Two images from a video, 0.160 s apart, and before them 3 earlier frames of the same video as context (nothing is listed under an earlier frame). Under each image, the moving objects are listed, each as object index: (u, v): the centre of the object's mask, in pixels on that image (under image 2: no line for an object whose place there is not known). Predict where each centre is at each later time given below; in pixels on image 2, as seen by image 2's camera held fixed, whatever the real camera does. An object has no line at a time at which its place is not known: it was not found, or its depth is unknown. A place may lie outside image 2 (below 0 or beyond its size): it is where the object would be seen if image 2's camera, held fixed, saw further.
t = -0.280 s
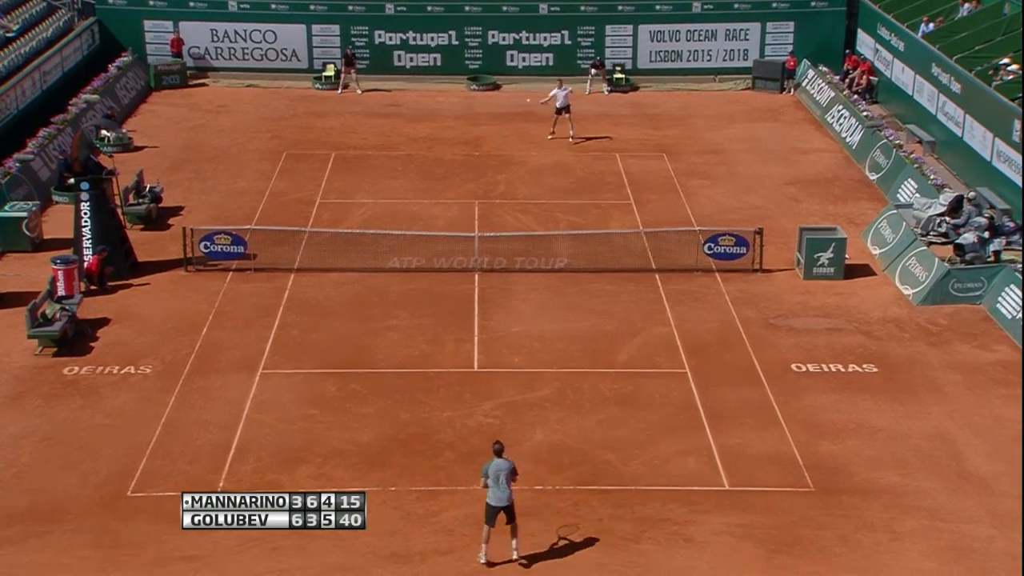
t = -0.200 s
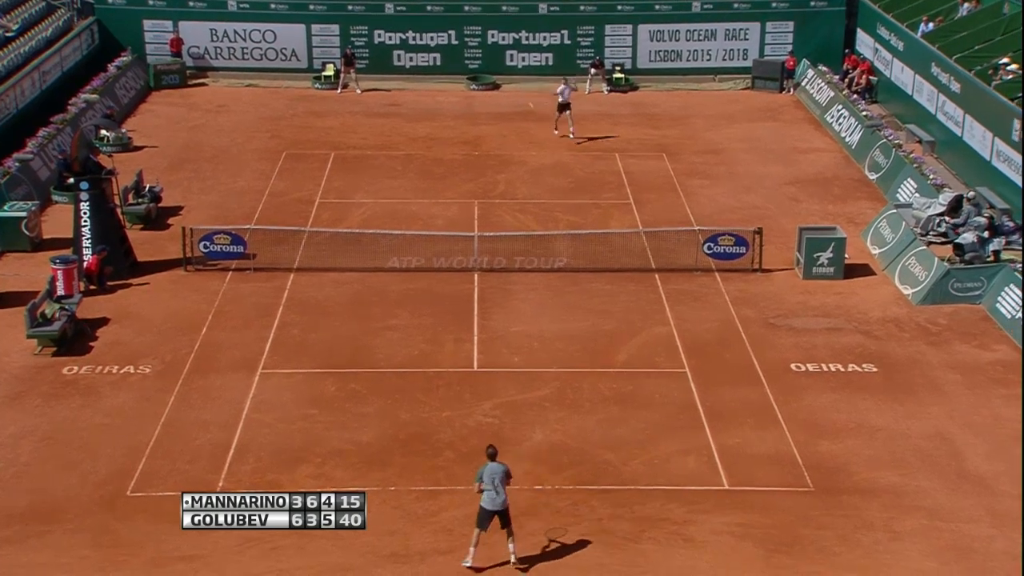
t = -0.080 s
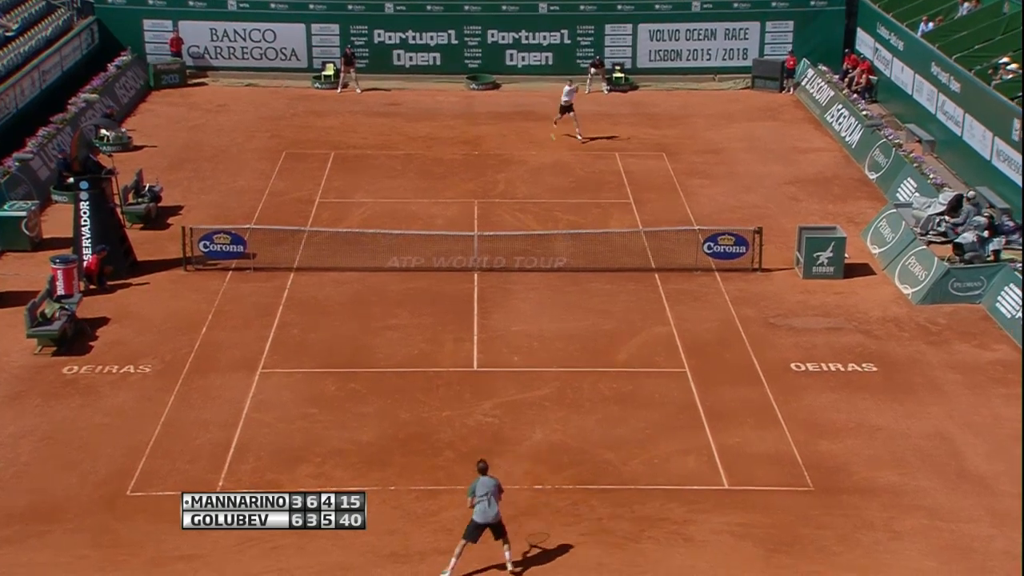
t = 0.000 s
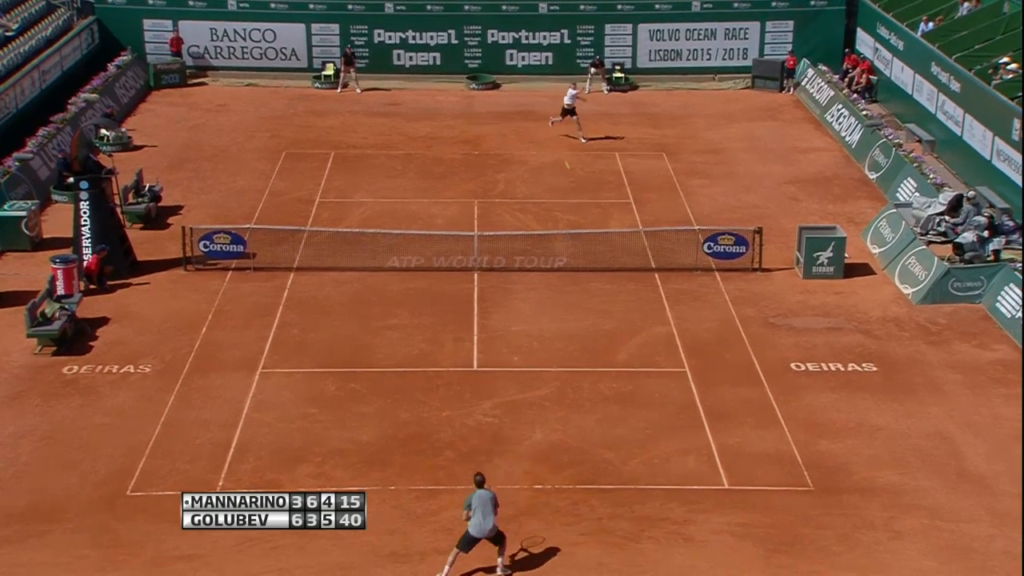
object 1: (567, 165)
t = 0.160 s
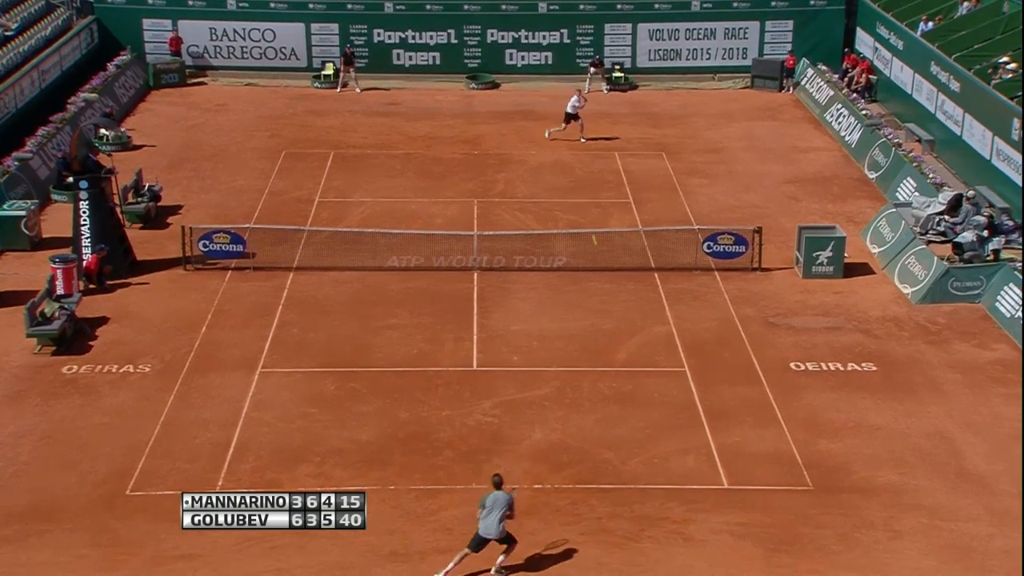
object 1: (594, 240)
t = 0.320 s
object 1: (620, 343)
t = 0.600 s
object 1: (666, 403)
